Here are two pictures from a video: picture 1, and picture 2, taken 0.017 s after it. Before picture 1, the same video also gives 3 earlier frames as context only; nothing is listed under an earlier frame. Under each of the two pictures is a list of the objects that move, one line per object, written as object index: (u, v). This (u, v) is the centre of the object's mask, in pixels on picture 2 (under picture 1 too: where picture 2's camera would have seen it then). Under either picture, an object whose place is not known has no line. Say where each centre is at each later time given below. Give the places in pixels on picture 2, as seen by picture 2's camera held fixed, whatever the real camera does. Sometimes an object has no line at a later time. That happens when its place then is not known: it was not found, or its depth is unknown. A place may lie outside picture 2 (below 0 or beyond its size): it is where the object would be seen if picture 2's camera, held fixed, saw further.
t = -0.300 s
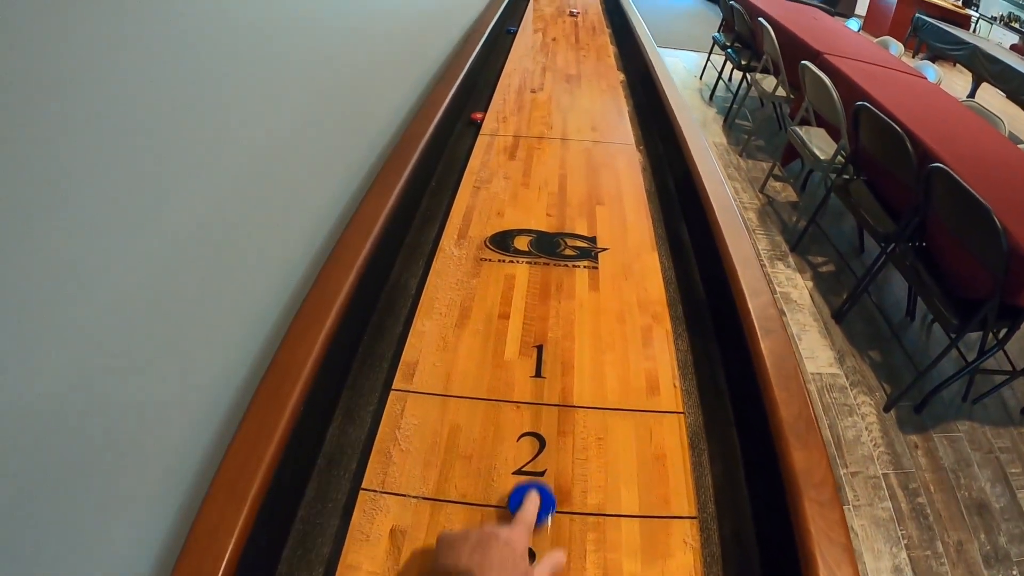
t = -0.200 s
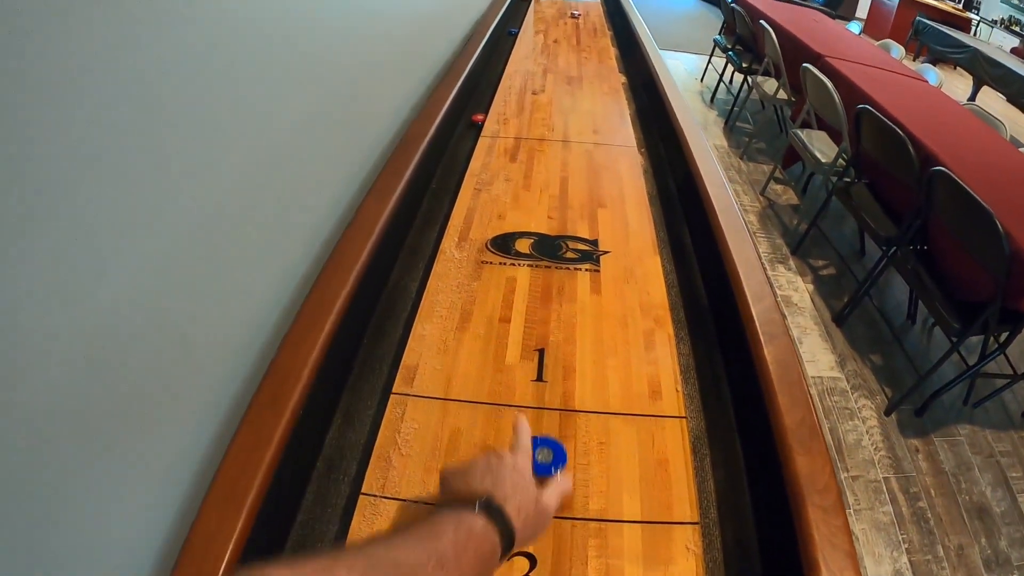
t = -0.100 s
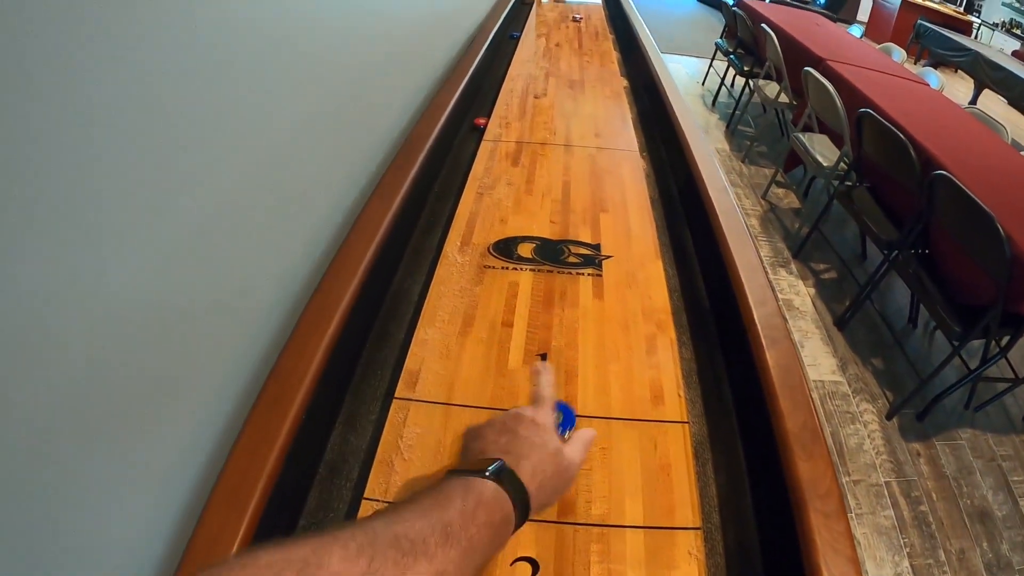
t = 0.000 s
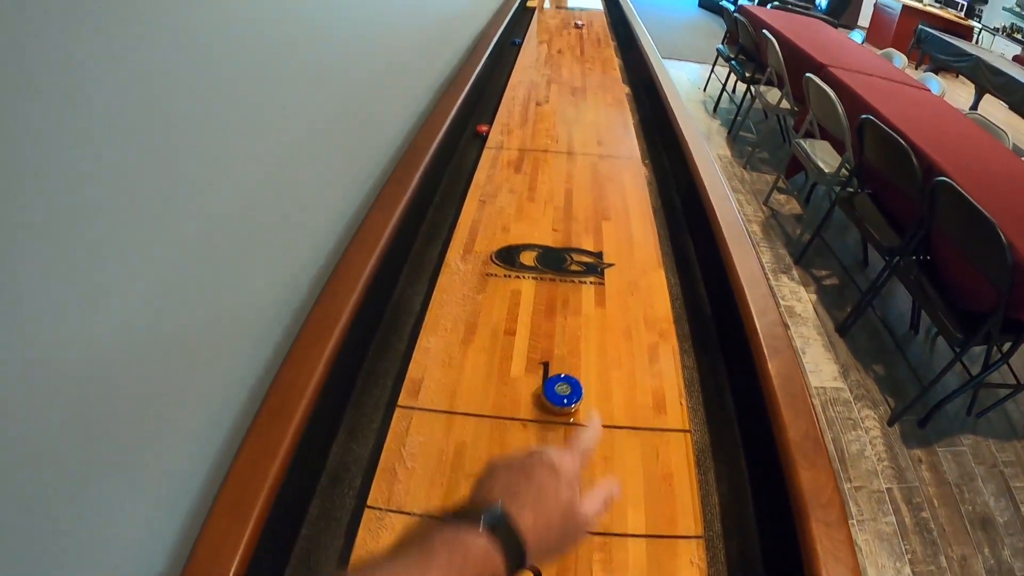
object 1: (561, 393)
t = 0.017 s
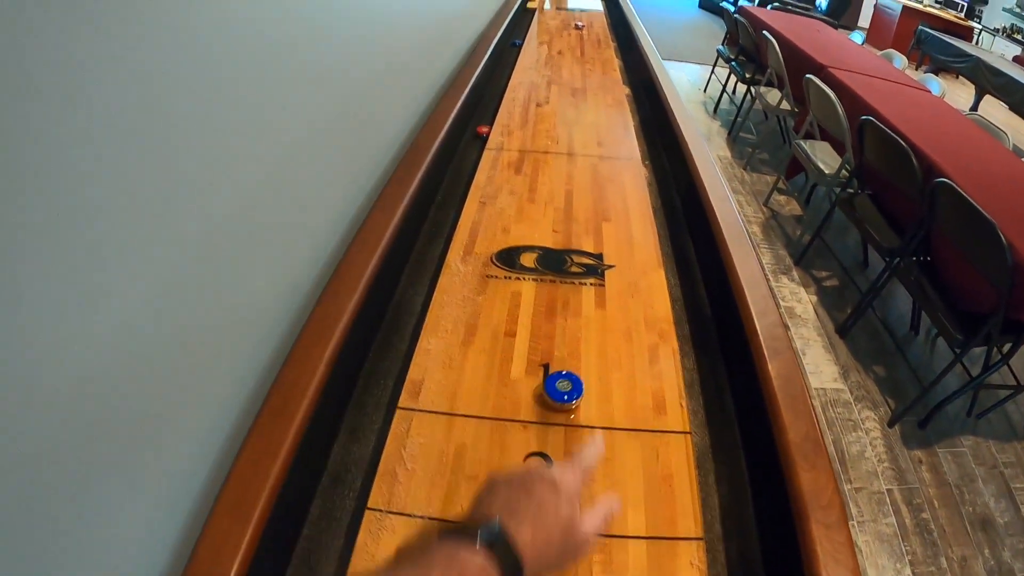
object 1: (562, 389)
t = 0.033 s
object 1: (562, 384)
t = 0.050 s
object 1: (563, 380)
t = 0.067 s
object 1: (564, 376)
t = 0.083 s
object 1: (565, 372)
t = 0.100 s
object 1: (565, 368)
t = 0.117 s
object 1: (566, 364)
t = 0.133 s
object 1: (566, 361)
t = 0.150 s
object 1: (567, 357)
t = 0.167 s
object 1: (567, 354)
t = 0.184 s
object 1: (567, 350)
